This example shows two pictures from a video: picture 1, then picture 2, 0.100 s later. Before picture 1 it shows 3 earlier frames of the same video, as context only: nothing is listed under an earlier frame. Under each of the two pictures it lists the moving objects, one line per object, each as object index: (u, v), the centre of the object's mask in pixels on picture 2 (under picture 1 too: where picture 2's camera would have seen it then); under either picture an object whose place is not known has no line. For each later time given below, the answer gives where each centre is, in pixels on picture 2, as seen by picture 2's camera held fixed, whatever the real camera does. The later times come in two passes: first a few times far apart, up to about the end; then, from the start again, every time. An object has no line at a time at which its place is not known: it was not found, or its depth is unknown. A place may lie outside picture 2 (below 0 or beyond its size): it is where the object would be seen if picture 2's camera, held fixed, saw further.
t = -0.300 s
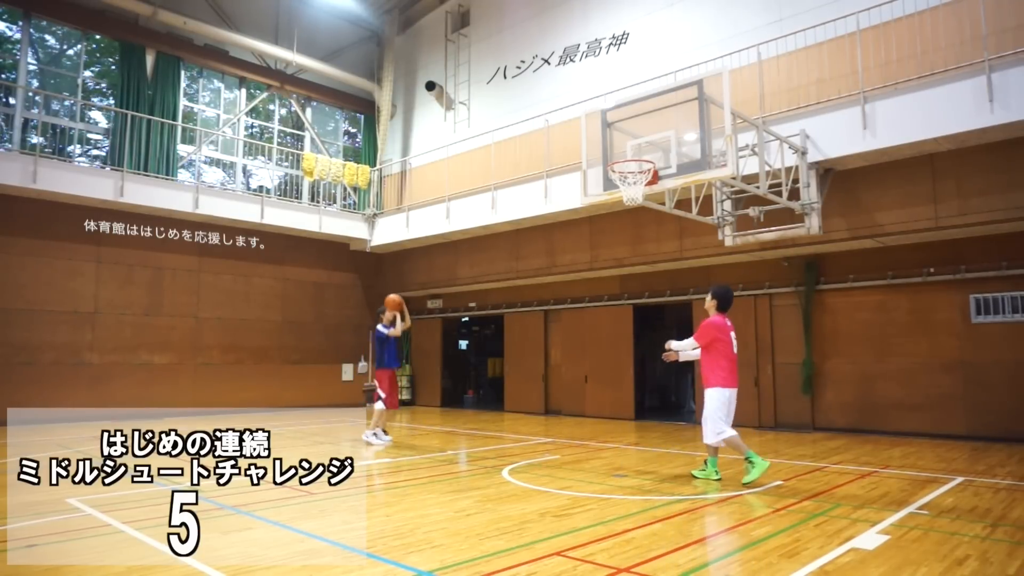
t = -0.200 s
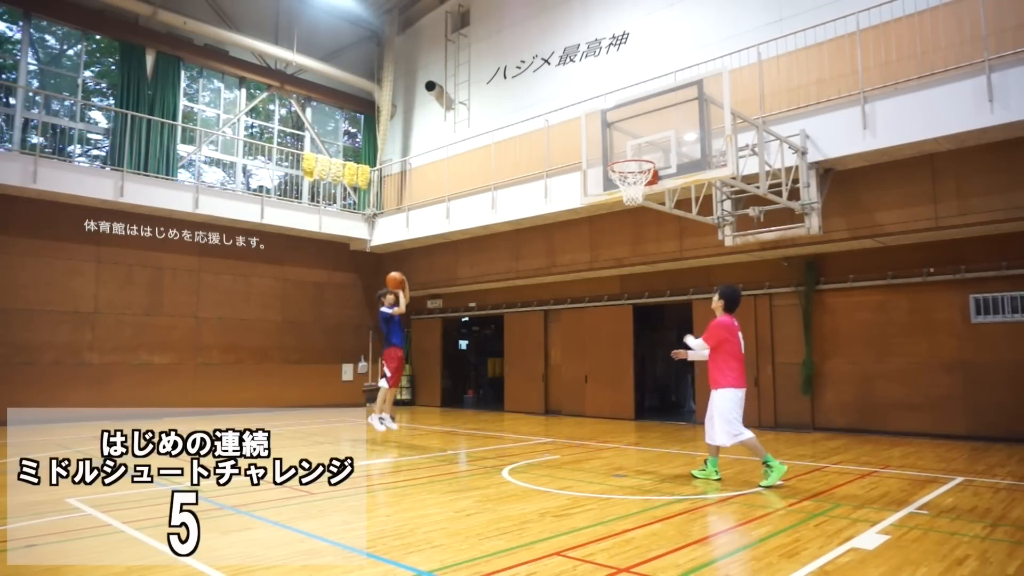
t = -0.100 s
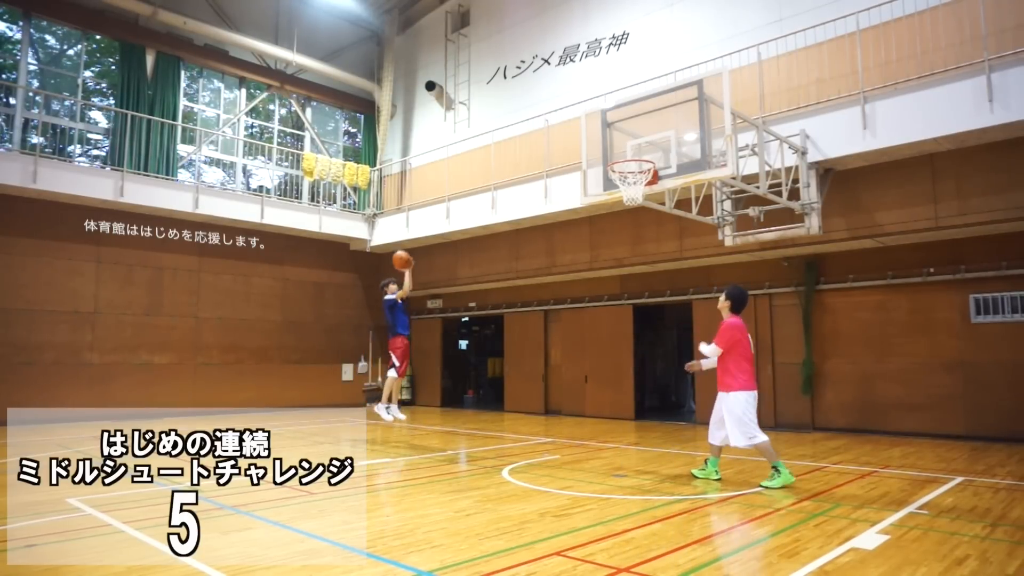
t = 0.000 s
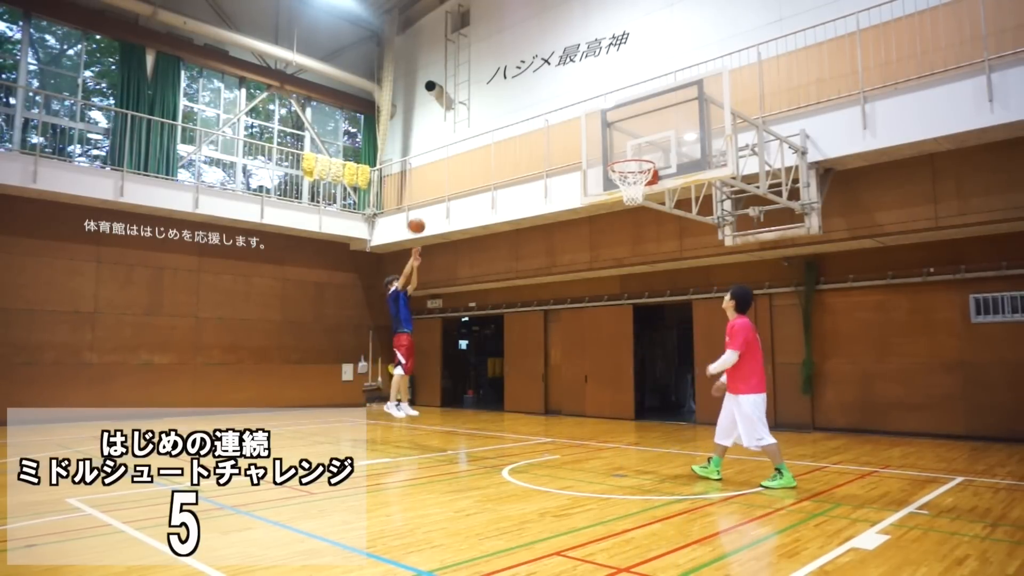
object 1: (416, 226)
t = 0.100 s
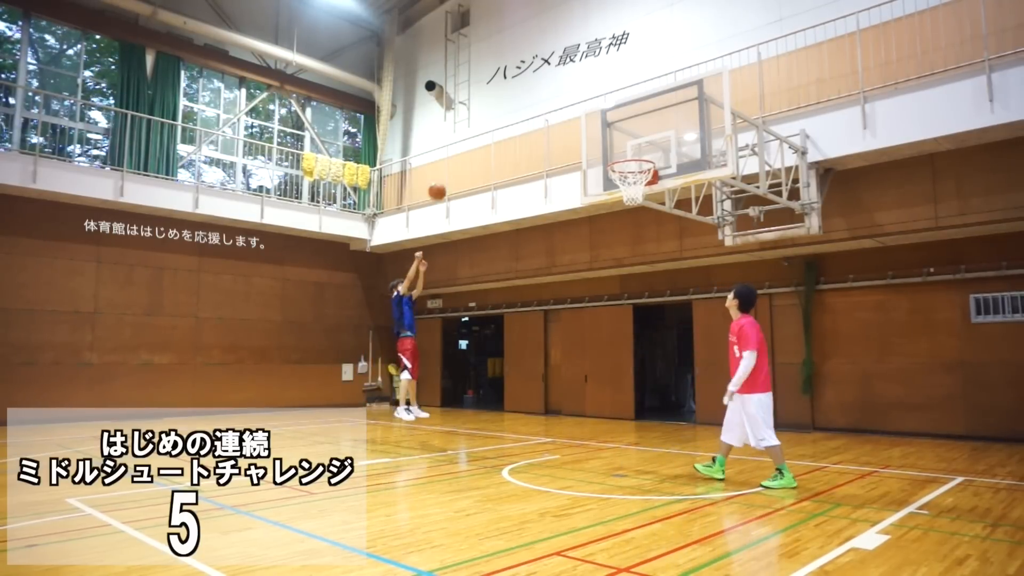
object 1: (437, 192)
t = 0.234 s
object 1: (466, 155)
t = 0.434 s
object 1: (513, 121)
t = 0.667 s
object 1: (574, 120)
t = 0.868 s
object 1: (633, 157)
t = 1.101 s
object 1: (640, 135)
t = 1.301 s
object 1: (643, 140)
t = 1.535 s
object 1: (650, 211)
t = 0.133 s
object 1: (444, 181)
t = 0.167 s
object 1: (452, 172)
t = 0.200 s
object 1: (459, 163)
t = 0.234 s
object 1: (466, 155)
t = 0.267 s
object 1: (474, 147)
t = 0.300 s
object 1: (481, 141)
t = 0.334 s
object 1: (489, 135)
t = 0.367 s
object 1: (497, 129)
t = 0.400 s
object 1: (504, 125)
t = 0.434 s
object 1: (513, 121)
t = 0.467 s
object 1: (521, 119)
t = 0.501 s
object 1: (529, 117)
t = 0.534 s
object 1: (538, 116)
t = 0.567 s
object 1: (547, 115)
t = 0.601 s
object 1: (555, 116)
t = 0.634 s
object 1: (564, 118)
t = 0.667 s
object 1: (574, 120)
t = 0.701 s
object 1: (583, 124)
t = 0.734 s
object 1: (593, 129)
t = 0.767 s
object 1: (603, 134)
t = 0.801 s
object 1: (612, 140)
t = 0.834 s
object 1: (623, 148)
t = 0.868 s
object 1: (633, 157)
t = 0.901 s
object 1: (638, 159)
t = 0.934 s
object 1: (639, 155)
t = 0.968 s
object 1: (639, 150)
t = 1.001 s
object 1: (639, 148)
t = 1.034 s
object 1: (640, 142)
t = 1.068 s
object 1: (640, 138)
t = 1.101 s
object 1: (640, 135)
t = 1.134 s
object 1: (641, 133)
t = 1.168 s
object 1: (641, 132)
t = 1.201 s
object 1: (642, 132)
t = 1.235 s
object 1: (642, 134)
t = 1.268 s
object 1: (643, 137)
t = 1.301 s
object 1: (643, 140)
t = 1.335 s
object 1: (644, 146)
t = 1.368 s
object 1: (644, 152)
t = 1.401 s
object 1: (645, 160)
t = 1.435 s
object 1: (647, 170)
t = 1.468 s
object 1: (647, 182)
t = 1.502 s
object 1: (649, 196)
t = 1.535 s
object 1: (650, 211)
